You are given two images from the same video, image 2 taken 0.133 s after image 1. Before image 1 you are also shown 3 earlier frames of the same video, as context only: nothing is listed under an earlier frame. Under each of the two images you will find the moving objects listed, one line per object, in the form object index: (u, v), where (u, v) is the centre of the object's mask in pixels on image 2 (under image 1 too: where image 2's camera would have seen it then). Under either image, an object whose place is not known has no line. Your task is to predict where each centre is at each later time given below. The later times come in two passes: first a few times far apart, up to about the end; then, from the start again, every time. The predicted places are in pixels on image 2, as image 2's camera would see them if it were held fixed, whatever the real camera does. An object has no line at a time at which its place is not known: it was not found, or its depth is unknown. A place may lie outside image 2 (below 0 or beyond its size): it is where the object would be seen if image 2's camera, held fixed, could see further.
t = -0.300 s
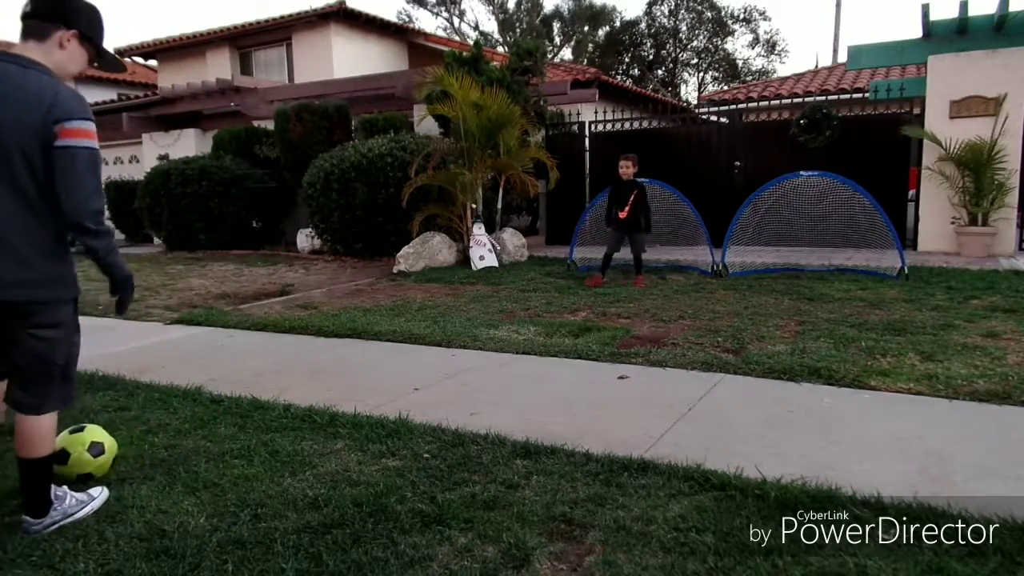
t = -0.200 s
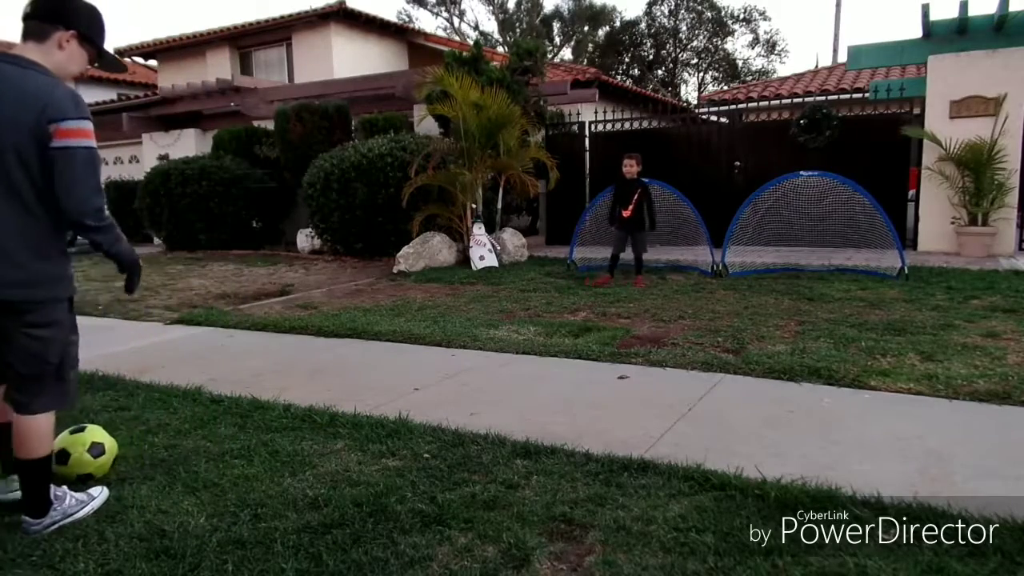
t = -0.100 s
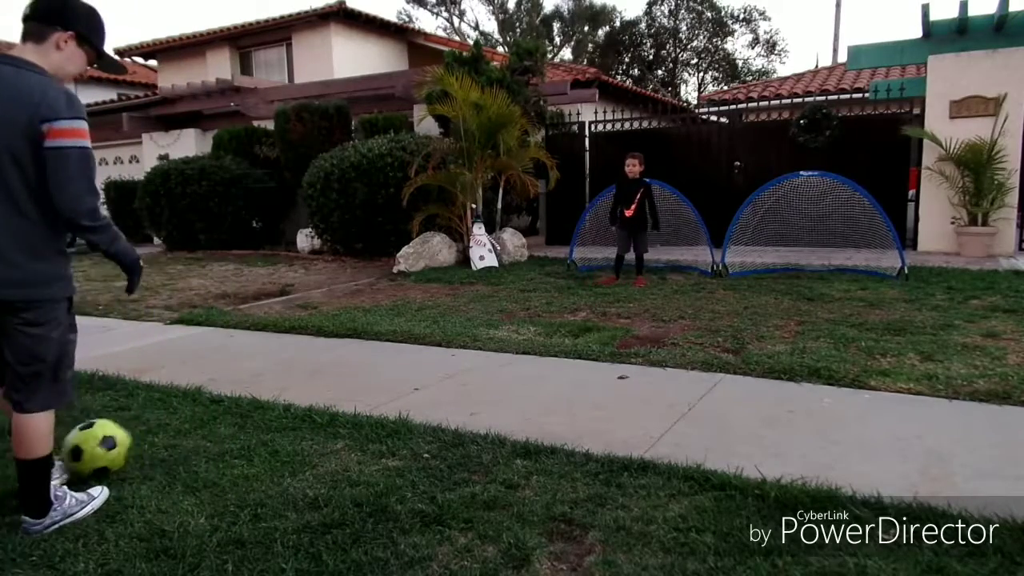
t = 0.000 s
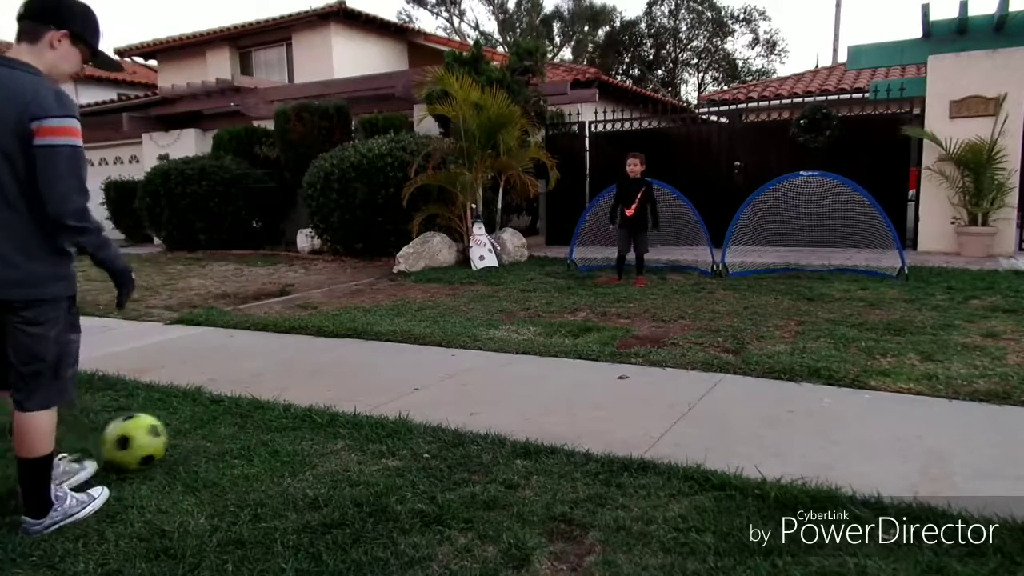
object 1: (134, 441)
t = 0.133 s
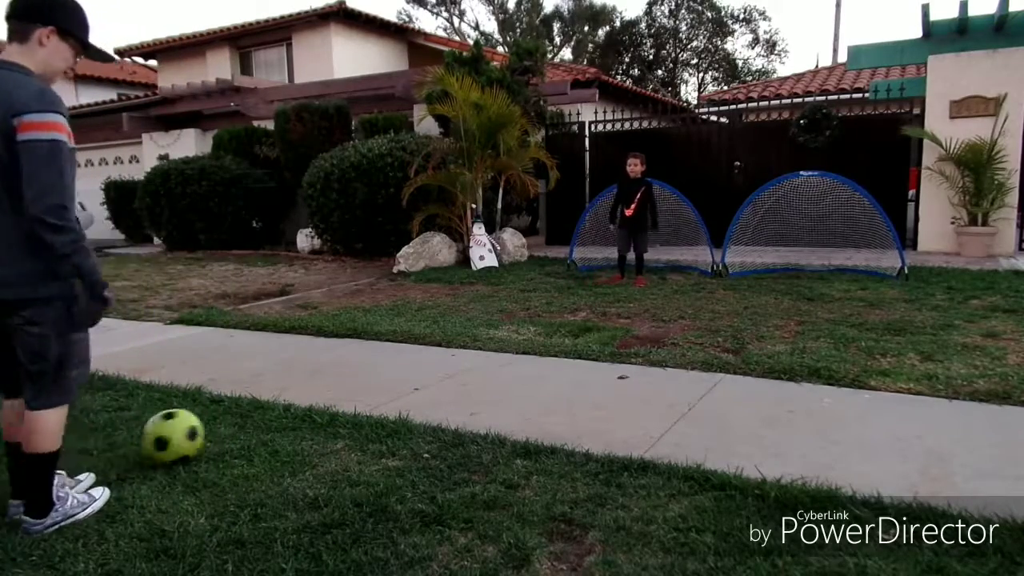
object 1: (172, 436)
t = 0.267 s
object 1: (201, 430)
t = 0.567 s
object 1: (250, 420)
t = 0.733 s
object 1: (265, 417)
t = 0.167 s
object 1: (181, 434)
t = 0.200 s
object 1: (189, 432)
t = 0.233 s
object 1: (195, 431)
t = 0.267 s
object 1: (201, 430)
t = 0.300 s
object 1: (208, 429)
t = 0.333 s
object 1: (214, 428)
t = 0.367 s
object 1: (220, 427)
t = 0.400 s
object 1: (227, 425)
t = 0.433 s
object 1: (232, 423)
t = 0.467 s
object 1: (237, 422)
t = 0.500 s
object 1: (241, 421)
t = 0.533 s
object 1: (246, 420)
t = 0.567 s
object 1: (250, 420)
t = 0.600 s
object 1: (254, 419)
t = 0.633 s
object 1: (257, 419)
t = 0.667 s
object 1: (260, 419)
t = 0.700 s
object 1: (263, 418)
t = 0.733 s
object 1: (265, 417)
